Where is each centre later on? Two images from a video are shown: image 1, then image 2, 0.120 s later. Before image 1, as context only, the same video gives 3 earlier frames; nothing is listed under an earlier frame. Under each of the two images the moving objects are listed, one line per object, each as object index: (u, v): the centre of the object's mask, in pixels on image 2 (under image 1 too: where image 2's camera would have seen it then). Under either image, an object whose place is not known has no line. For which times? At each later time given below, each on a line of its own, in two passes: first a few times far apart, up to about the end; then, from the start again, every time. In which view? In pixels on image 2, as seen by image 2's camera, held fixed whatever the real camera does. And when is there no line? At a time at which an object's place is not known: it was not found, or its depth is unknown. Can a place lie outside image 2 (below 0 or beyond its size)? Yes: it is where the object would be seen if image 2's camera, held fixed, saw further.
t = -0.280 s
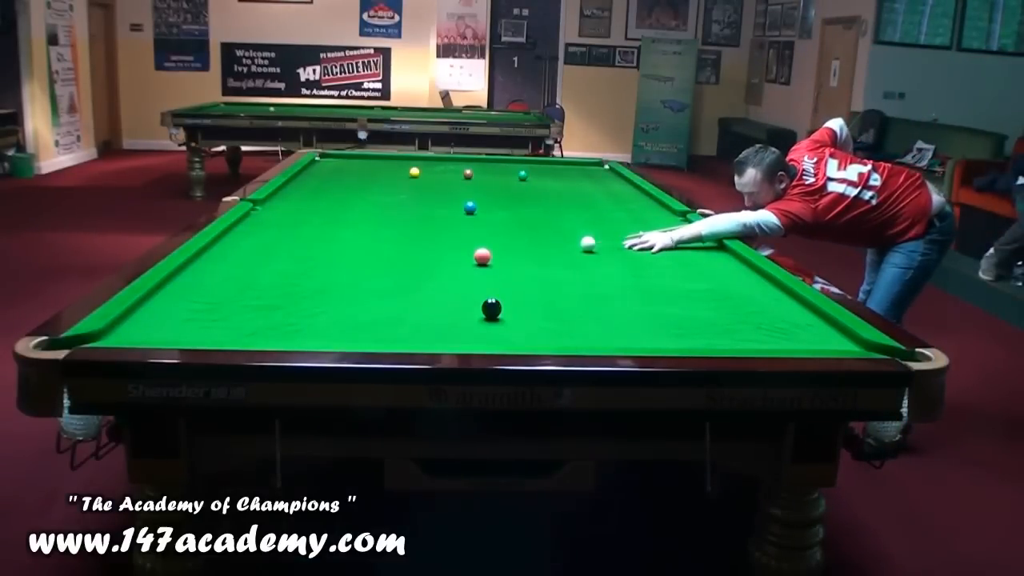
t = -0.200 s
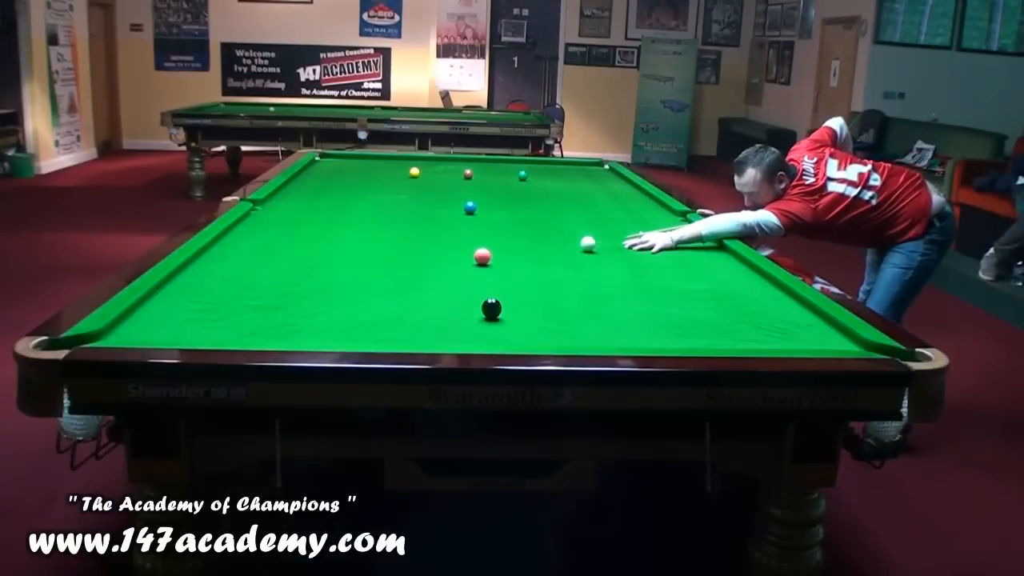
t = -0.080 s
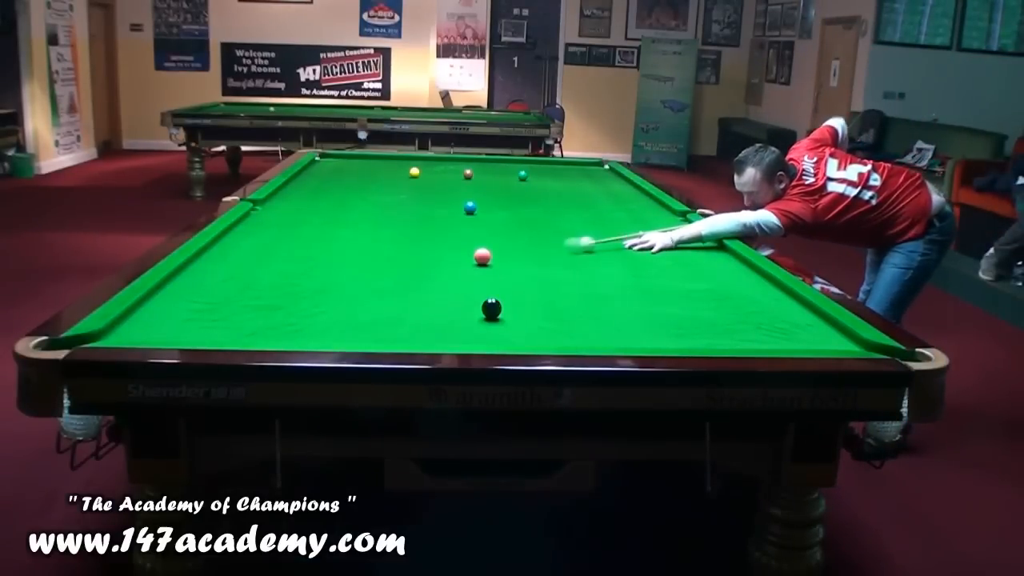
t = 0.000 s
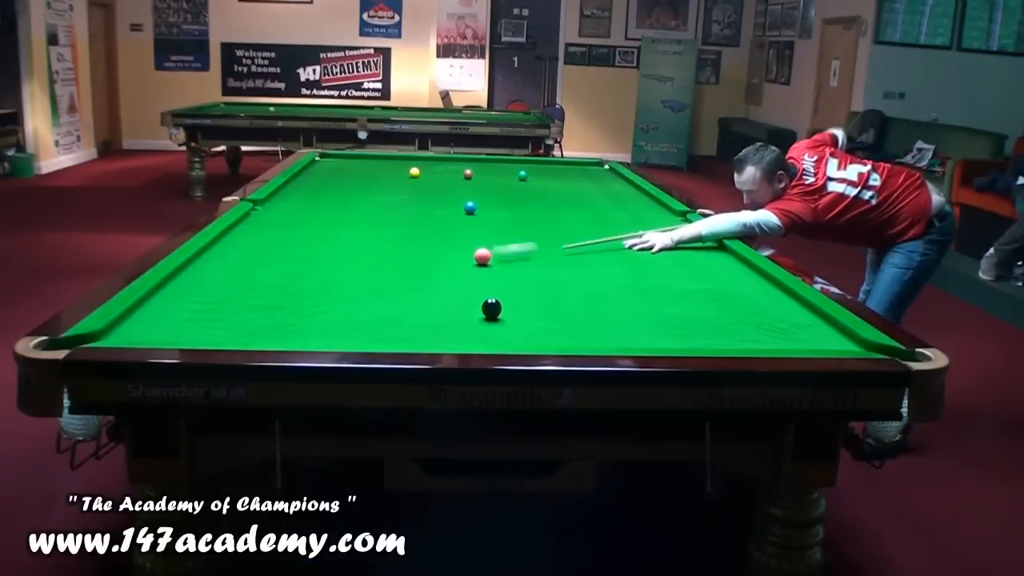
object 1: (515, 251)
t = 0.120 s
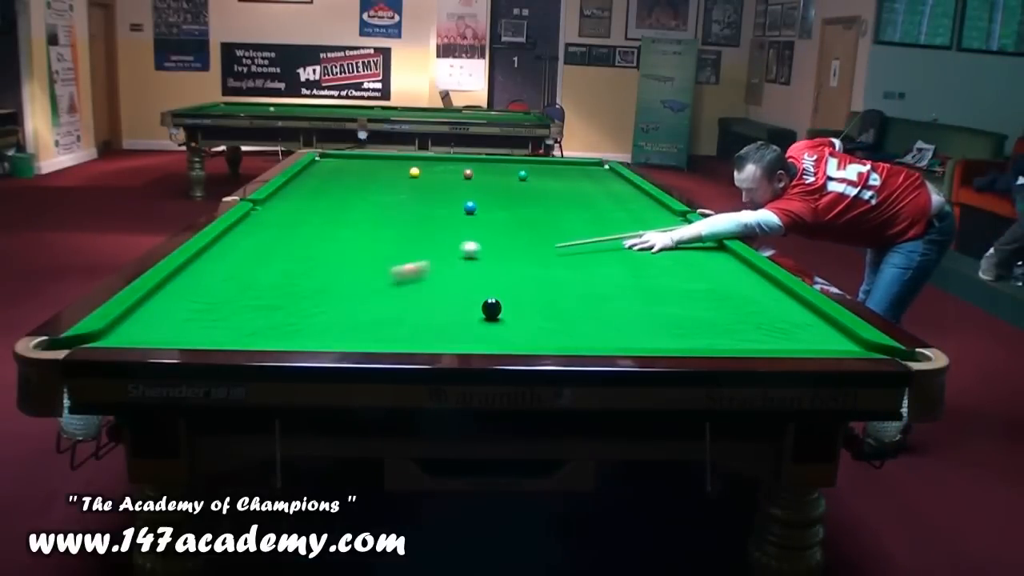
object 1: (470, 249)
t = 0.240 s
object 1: (444, 246)
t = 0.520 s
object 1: (388, 238)
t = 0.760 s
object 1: (344, 232)
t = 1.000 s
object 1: (303, 227)
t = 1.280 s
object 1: (259, 221)
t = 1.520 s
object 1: (262, 217)
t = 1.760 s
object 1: (289, 214)
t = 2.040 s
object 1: (318, 211)
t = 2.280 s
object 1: (340, 209)
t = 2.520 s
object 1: (360, 207)
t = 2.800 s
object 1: (381, 204)
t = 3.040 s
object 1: (397, 203)
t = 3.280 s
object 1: (411, 201)
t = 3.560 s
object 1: (427, 200)
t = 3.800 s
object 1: (438, 199)
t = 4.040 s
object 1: (448, 198)
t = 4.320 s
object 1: (459, 197)
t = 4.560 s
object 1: (467, 196)
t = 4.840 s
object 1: (475, 196)
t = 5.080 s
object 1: (481, 195)
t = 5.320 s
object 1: (486, 195)
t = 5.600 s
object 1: (490, 195)
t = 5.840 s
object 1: (493, 195)
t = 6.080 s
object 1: (494, 195)
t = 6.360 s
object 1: (494, 195)
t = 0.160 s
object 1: (461, 248)
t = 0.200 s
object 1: (453, 247)
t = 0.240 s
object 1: (444, 246)
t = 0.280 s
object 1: (436, 245)
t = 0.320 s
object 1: (428, 244)
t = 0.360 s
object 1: (420, 242)
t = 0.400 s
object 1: (412, 241)
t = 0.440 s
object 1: (404, 240)
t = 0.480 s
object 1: (396, 239)
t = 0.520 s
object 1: (388, 238)
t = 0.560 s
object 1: (381, 237)
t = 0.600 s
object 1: (373, 236)
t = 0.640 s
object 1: (366, 235)
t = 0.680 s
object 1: (358, 234)
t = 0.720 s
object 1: (351, 233)
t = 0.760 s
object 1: (344, 232)
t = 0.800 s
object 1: (337, 231)
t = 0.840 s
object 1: (330, 230)
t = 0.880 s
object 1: (323, 229)
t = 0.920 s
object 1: (316, 229)
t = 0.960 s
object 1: (310, 227)
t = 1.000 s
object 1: (303, 227)
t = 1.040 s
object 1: (297, 226)
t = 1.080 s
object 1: (291, 225)
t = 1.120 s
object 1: (284, 224)
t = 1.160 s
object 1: (278, 223)
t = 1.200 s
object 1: (272, 223)
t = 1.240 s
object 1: (266, 222)
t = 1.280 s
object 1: (259, 221)
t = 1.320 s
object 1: (254, 221)
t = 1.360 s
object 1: (248, 220)
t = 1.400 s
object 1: (246, 219)
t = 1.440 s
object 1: (252, 218)
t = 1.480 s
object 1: (257, 218)
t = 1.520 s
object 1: (262, 217)
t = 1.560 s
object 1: (267, 217)
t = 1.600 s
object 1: (271, 216)
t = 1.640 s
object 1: (276, 215)
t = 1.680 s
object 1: (280, 215)
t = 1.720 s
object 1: (285, 215)
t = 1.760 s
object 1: (289, 214)
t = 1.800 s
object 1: (294, 214)
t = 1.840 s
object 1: (298, 213)
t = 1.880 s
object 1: (302, 213)
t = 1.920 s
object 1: (306, 212)
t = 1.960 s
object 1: (310, 212)
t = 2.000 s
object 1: (314, 211)
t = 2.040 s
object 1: (318, 211)
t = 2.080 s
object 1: (322, 210)
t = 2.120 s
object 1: (326, 210)
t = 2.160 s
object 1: (329, 210)
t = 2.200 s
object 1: (333, 209)
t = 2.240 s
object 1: (336, 209)
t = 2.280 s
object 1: (340, 209)
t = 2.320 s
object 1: (343, 208)
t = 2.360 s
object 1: (347, 208)
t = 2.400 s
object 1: (350, 207)
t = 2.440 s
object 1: (353, 207)
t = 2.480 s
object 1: (356, 207)
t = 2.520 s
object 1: (360, 207)
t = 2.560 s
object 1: (363, 206)
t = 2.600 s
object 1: (366, 206)
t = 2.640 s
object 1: (369, 205)
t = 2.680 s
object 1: (372, 205)
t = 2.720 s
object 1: (375, 205)
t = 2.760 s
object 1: (378, 205)
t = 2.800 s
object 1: (381, 204)
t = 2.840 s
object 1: (383, 204)
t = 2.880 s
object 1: (386, 204)
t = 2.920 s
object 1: (389, 203)
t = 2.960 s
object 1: (391, 203)
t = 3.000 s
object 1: (394, 203)
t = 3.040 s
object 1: (397, 203)
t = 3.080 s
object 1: (399, 202)
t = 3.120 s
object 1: (402, 202)
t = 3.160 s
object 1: (404, 202)
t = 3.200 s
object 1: (407, 201)
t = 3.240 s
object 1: (409, 201)
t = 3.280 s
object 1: (411, 201)
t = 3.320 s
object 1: (413, 201)
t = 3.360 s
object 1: (416, 200)
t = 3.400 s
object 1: (418, 200)
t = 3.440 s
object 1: (420, 200)
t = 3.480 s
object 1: (422, 200)
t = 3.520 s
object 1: (424, 200)
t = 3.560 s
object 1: (427, 200)
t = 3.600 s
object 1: (428, 200)
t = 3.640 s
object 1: (430, 199)
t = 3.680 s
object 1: (432, 199)
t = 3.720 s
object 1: (435, 199)
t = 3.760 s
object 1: (436, 199)
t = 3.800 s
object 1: (438, 199)
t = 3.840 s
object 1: (440, 199)
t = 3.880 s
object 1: (441, 198)
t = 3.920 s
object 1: (443, 198)
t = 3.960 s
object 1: (445, 198)
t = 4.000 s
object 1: (447, 198)
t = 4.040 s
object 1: (448, 198)
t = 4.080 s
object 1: (450, 198)
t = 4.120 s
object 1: (452, 197)
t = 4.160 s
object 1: (453, 197)
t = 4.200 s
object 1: (454, 197)
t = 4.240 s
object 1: (456, 197)
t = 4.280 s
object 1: (457, 197)
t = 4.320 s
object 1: (459, 197)
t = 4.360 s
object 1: (460, 197)
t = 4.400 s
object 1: (462, 197)
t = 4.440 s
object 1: (463, 196)
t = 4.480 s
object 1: (465, 196)
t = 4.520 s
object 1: (466, 196)
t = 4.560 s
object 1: (467, 196)
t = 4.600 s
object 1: (468, 196)
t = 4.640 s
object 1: (470, 195)
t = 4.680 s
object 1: (471, 195)
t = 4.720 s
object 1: (472, 195)
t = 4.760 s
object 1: (473, 196)
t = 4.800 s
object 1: (474, 196)
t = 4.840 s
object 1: (475, 196)
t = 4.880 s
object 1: (476, 195)
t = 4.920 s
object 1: (477, 195)
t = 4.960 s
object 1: (478, 195)
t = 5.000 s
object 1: (479, 195)
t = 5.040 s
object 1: (480, 195)
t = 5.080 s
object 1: (481, 195)
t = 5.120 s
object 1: (482, 195)
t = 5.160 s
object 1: (483, 195)
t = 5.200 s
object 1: (484, 195)
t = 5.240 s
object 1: (484, 195)
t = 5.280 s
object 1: (485, 195)
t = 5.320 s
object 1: (486, 195)
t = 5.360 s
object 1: (487, 195)
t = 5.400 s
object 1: (487, 195)
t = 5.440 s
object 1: (488, 195)
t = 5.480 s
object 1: (488, 195)
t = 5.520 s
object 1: (489, 195)
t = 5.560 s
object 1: (490, 195)
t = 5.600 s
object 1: (490, 195)
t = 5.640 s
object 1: (491, 195)
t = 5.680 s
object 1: (491, 195)
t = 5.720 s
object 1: (492, 195)
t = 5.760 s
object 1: (492, 195)
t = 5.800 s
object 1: (492, 195)
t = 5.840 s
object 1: (493, 195)
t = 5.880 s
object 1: (493, 195)
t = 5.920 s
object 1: (493, 195)
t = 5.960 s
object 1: (494, 195)
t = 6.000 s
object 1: (494, 195)
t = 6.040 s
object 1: (494, 195)
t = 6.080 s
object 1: (494, 195)
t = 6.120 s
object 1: (494, 194)
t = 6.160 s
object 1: (494, 195)
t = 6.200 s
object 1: (494, 195)
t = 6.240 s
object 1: (494, 195)
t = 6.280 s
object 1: (494, 195)
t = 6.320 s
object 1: (494, 195)
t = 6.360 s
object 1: (494, 195)
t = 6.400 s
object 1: (494, 195)
